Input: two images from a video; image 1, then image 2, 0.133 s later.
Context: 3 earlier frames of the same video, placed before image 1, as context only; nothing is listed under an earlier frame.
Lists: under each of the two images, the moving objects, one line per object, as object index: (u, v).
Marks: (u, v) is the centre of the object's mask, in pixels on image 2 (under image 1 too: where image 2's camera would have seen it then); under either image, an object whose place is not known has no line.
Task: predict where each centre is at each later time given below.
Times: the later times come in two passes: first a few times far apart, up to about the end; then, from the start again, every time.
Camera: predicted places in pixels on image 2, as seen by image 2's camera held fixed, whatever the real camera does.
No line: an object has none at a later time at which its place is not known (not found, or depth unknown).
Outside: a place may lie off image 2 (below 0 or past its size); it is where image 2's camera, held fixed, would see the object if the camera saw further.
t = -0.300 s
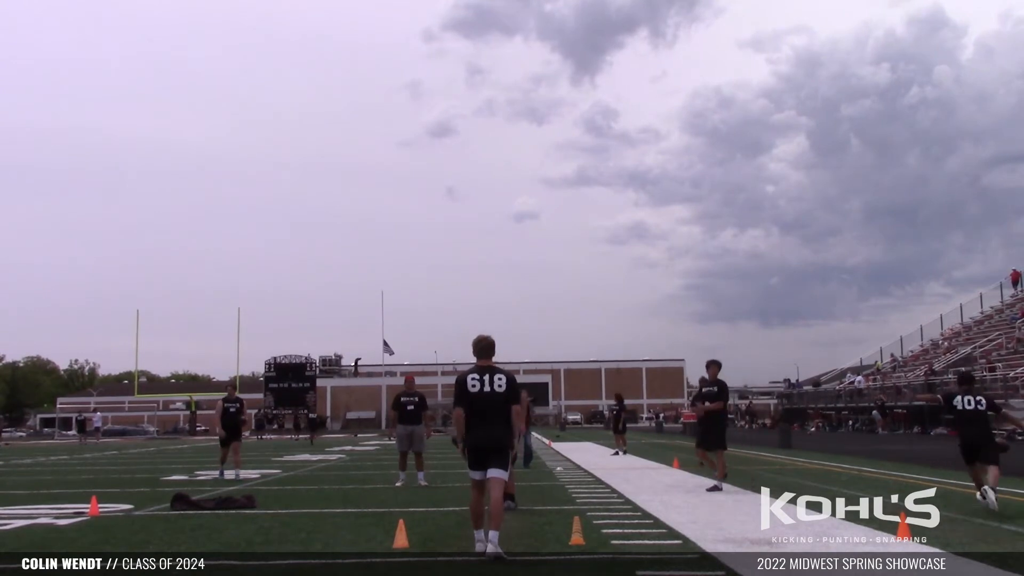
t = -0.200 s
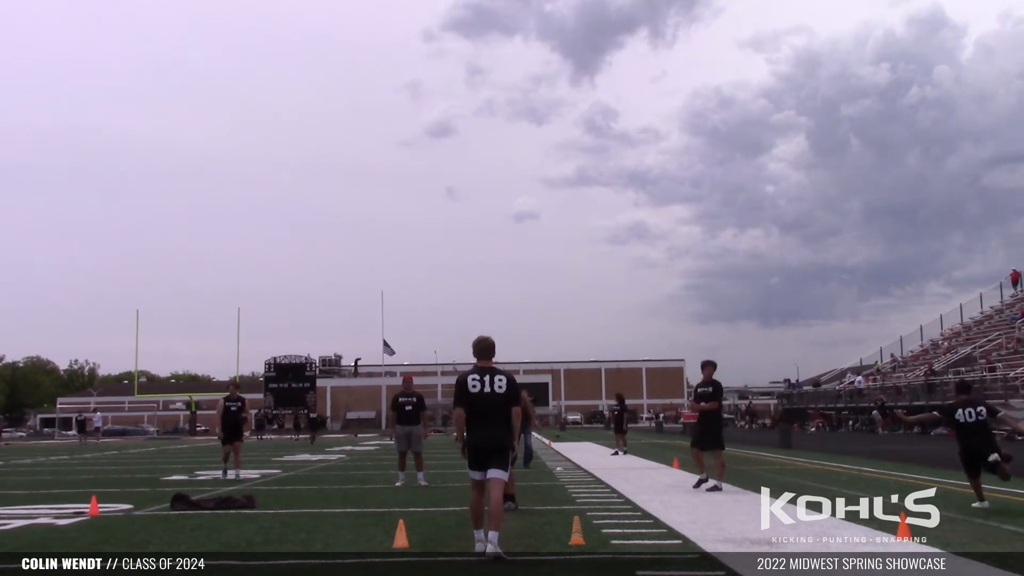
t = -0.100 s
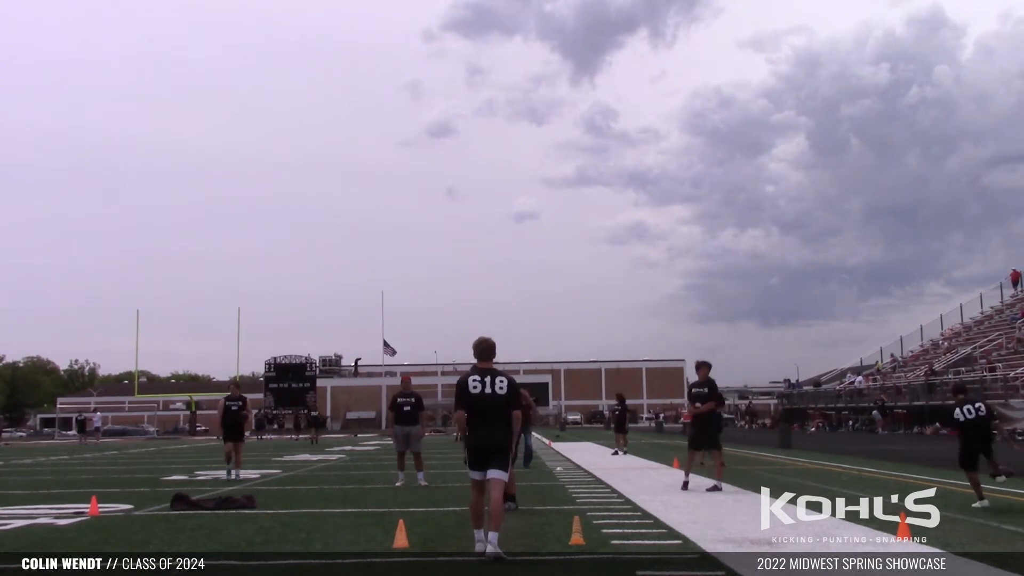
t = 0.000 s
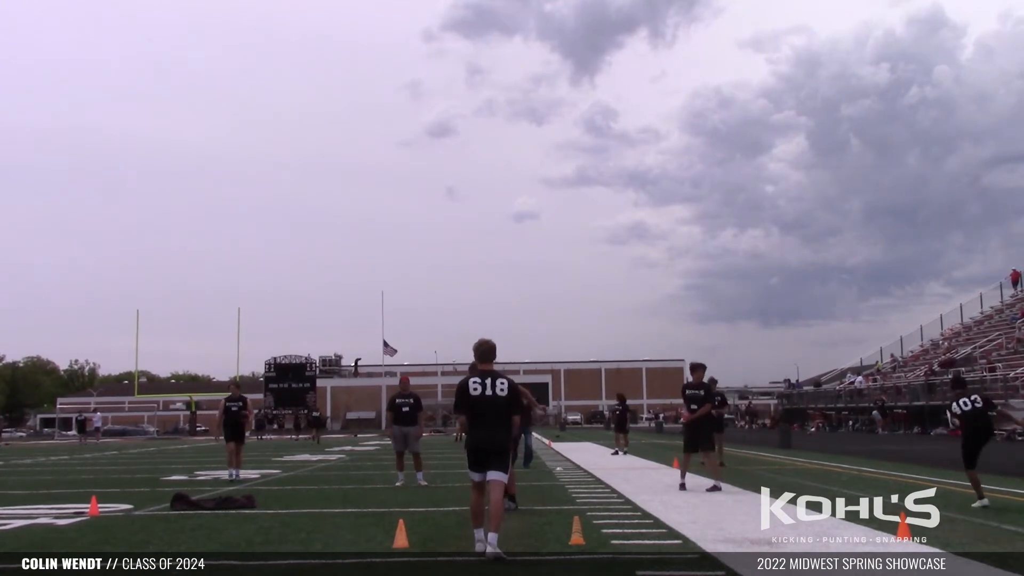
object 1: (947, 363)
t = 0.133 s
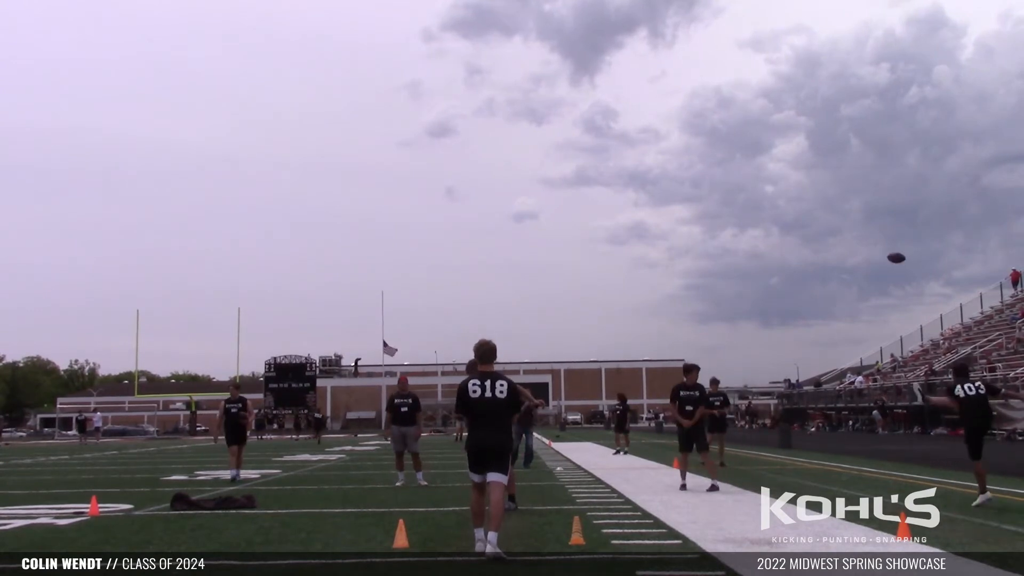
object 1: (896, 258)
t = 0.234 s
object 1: (867, 202)
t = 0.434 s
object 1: (823, 128)
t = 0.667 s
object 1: (787, 84)
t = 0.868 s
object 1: (764, 68)
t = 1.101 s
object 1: (744, 69)
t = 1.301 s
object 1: (729, 83)
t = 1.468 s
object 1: (719, 102)
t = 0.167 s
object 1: (886, 237)
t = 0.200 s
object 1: (875, 219)
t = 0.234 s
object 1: (867, 202)
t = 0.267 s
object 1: (858, 186)
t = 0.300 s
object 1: (850, 172)
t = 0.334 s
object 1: (843, 159)
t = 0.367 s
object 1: (836, 148)
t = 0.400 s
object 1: (829, 137)
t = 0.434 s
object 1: (823, 128)
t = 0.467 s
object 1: (817, 120)
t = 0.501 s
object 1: (811, 112)
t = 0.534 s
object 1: (806, 104)
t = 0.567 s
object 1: (801, 98)
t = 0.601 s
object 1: (796, 93)
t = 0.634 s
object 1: (791, 88)
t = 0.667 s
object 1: (787, 84)
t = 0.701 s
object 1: (783, 80)
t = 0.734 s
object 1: (779, 77)
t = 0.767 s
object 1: (775, 73)
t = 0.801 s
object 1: (771, 71)
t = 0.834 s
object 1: (768, 70)
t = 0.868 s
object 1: (764, 68)
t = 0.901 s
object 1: (761, 67)
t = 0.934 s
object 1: (758, 67)
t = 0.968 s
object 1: (754, 67)
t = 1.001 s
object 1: (752, 67)
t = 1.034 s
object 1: (749, 67)
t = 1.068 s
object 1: (746, 68)
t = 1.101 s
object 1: (744, 69)
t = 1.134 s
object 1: (741, 71)
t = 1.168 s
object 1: (738, 73)
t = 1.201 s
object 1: (736, 75)
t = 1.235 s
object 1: (734, 78)
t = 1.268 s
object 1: (731, 80)
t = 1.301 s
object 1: (729, 83)
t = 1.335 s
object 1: (727, 87)
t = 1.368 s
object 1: (725, 90)
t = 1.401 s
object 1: (723, 94)
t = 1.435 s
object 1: (721, 98)
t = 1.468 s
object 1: (719, 102)
